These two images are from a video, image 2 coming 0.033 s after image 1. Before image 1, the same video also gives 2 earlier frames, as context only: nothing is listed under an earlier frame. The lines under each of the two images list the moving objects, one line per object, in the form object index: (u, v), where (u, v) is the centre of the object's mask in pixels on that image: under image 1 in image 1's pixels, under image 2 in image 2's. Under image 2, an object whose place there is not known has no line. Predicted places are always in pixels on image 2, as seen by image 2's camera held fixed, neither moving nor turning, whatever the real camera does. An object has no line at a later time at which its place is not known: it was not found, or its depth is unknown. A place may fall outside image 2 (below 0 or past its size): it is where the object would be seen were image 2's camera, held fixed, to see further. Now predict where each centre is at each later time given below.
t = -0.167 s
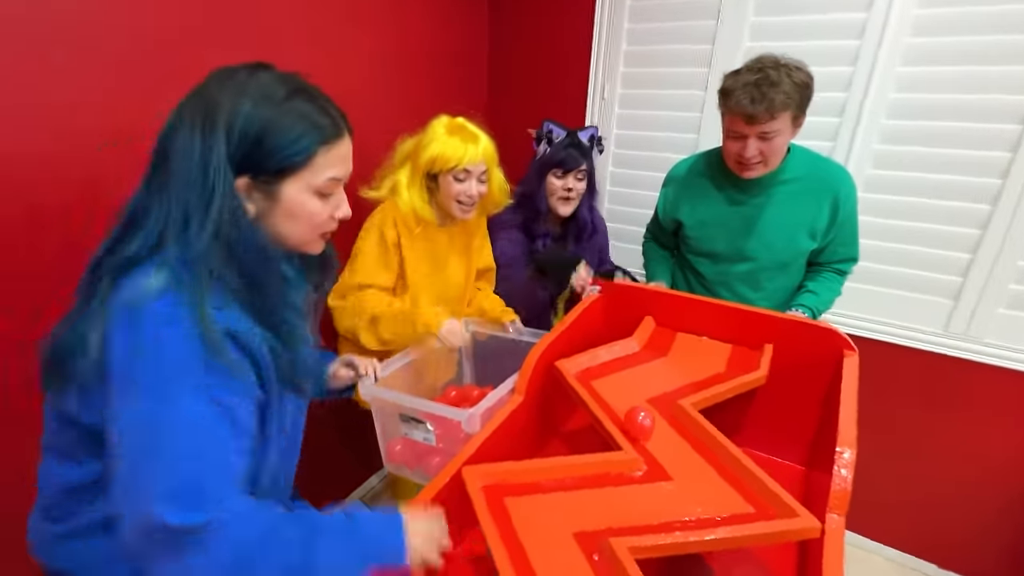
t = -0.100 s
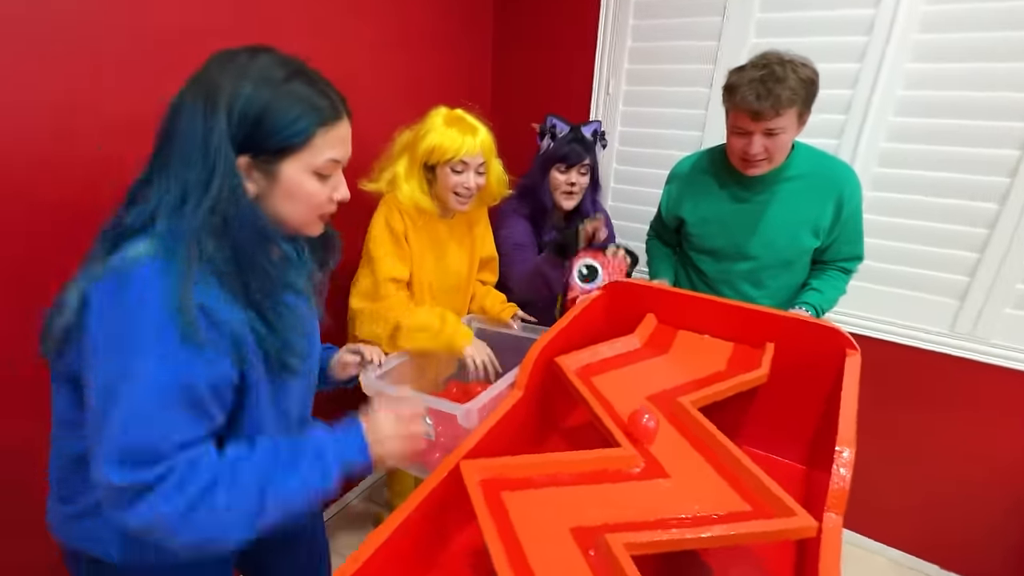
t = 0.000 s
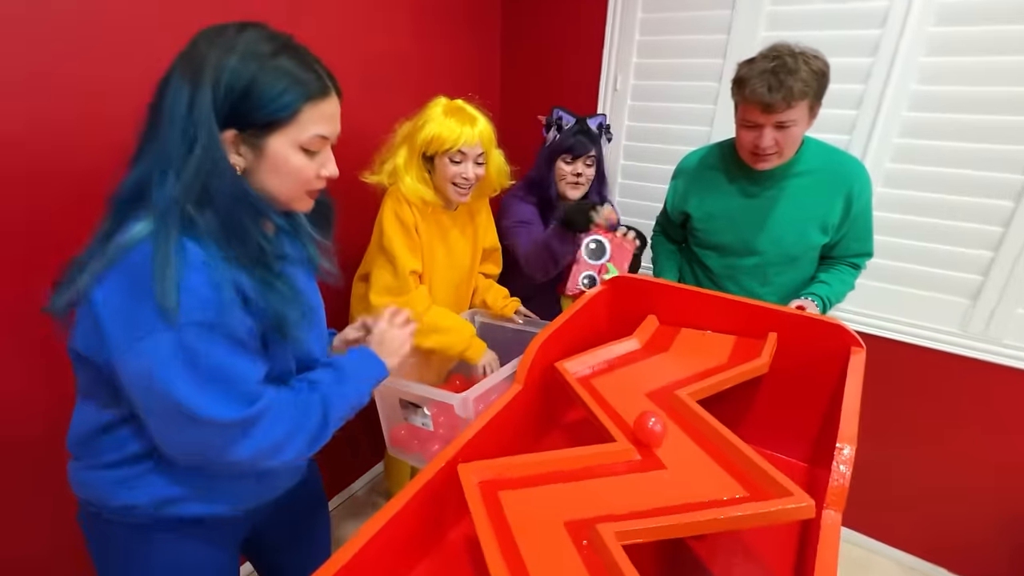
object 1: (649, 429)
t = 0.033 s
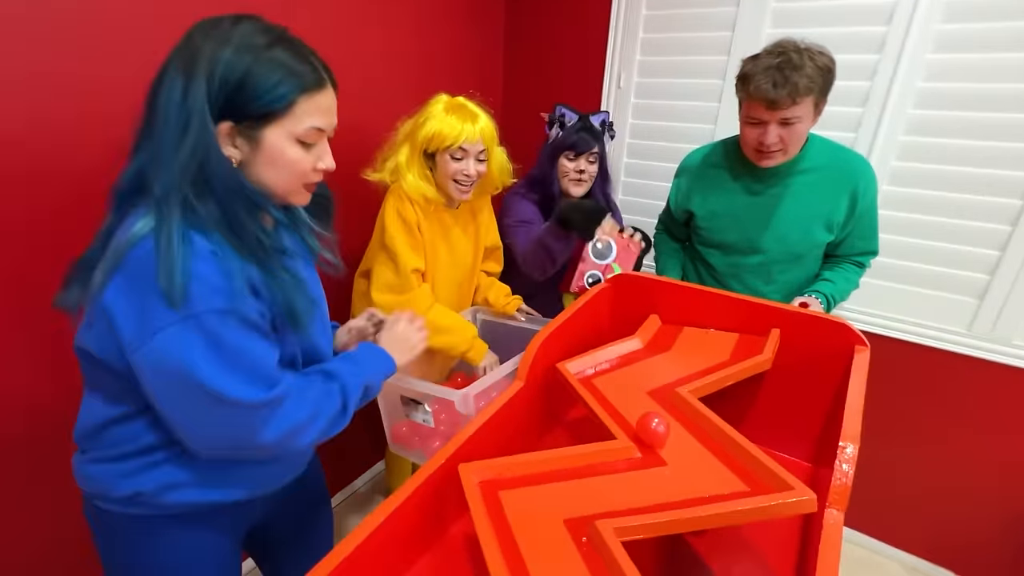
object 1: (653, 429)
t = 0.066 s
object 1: (654, 433)
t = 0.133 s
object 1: (656, 442)
